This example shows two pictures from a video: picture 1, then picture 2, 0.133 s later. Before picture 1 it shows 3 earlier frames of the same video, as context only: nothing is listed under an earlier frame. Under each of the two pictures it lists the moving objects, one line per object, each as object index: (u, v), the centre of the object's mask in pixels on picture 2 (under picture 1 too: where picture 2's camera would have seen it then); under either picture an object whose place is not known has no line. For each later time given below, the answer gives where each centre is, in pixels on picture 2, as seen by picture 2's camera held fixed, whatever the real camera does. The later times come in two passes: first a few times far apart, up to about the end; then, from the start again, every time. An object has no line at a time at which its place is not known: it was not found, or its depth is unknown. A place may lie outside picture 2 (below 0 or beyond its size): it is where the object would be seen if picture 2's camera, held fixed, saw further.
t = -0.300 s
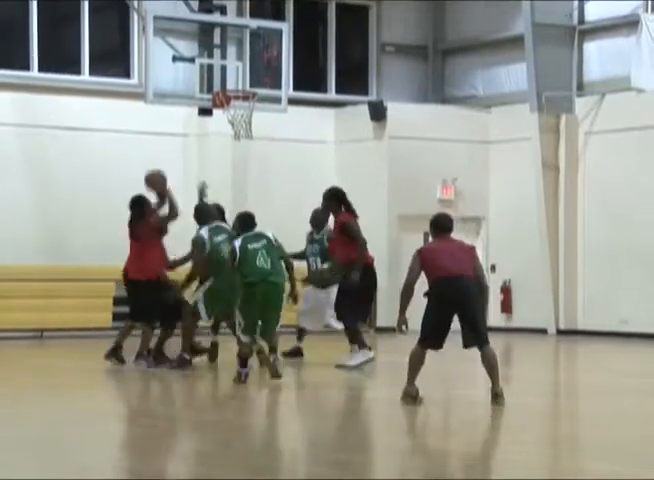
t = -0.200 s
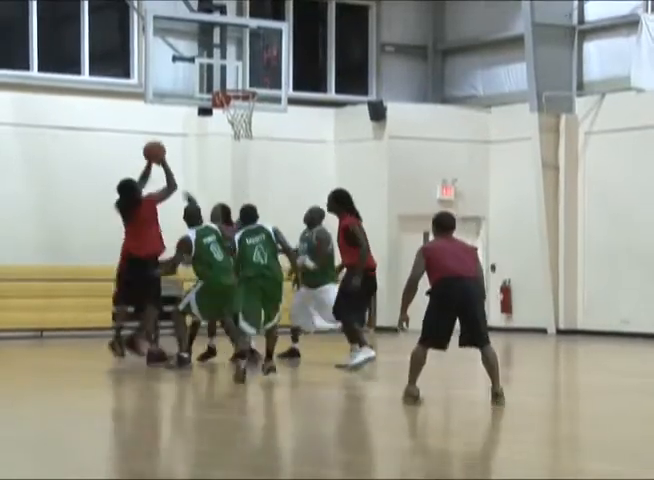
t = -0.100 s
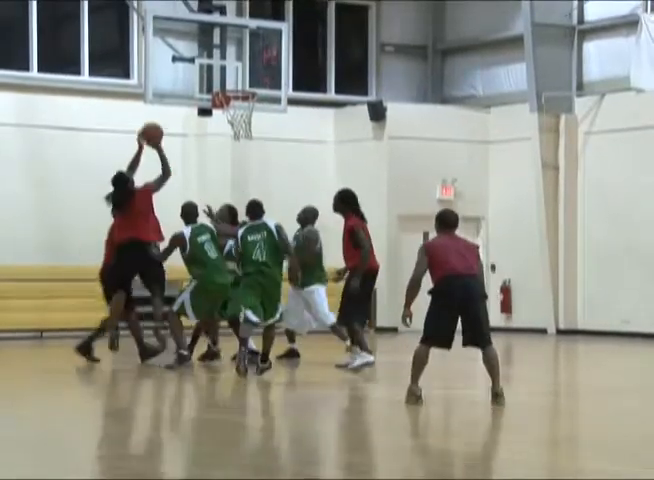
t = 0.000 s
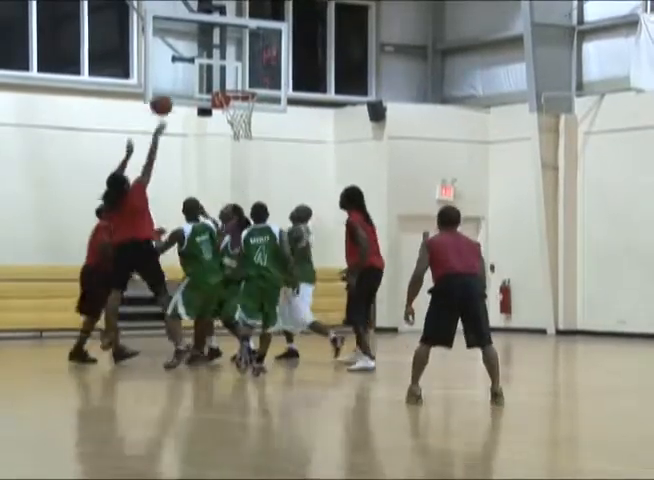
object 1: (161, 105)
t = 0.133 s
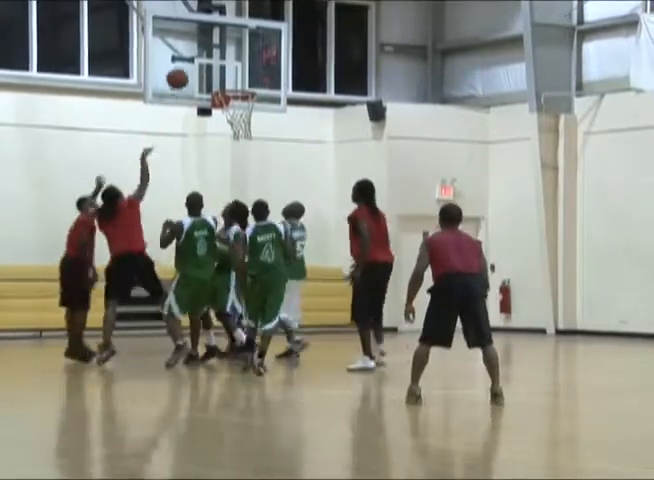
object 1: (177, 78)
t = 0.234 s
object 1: (188, 71)
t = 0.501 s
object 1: (231, 89)
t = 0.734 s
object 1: (258, 127)
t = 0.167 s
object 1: (181, 75)
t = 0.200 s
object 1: (184, 72)
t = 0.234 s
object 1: (188, 71)
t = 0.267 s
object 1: (192, 70)
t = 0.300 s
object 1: (196, 70)
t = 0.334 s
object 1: (199, 71)
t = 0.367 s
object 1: (206, 71)
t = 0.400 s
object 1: (211, 74)
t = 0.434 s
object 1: (216, 79)
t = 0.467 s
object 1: (224, 83)
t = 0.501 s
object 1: (231, 89)
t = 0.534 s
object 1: (238, 95)
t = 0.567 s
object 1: (242, 102)
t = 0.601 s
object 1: (248, 108)
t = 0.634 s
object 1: (251, 116)
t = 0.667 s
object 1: (254, 119)
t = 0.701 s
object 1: (256, 122)
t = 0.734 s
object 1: (258, 127)
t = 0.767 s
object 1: (259, 133)
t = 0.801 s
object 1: (261, 139)
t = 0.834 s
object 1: (263, 147)
